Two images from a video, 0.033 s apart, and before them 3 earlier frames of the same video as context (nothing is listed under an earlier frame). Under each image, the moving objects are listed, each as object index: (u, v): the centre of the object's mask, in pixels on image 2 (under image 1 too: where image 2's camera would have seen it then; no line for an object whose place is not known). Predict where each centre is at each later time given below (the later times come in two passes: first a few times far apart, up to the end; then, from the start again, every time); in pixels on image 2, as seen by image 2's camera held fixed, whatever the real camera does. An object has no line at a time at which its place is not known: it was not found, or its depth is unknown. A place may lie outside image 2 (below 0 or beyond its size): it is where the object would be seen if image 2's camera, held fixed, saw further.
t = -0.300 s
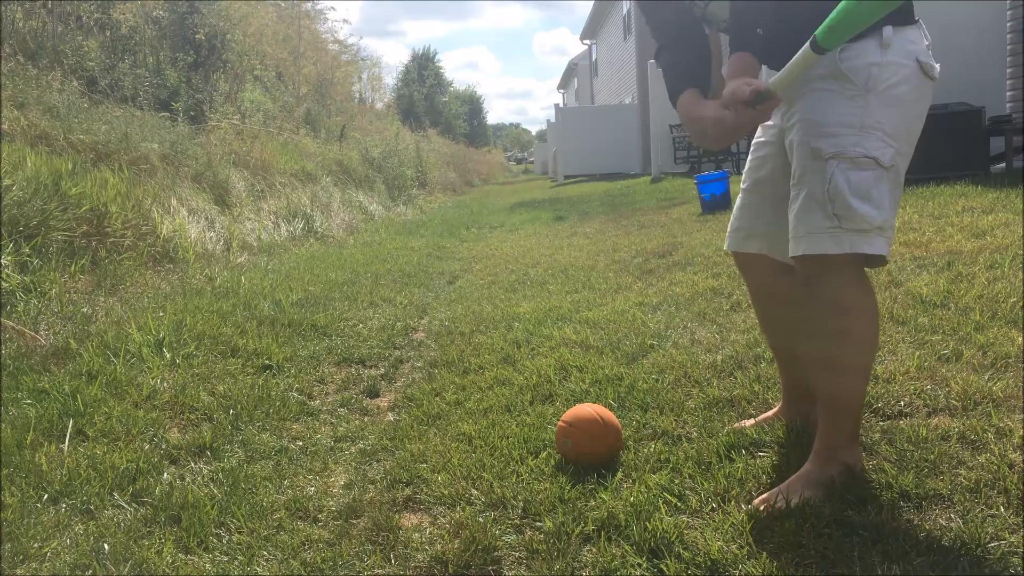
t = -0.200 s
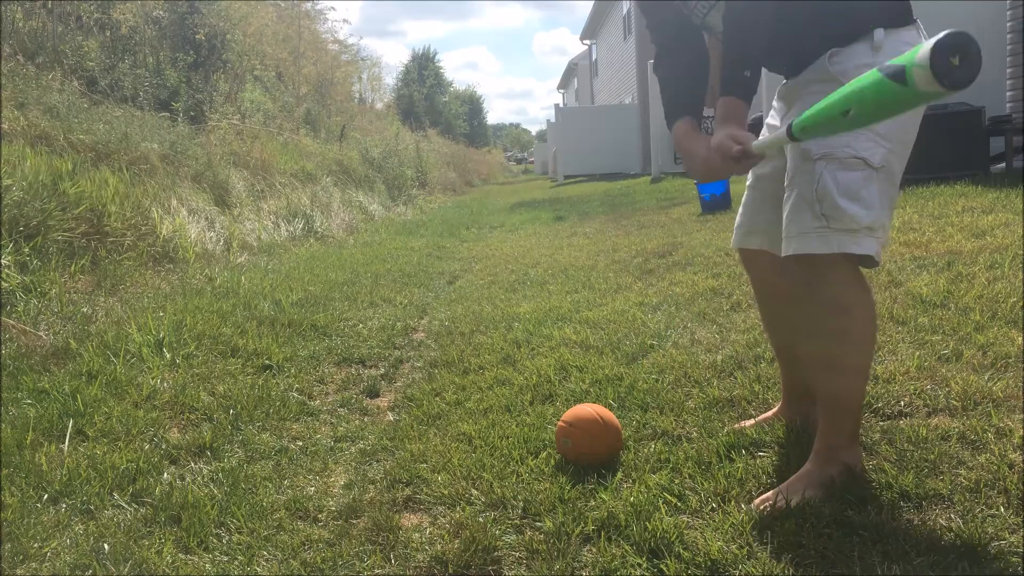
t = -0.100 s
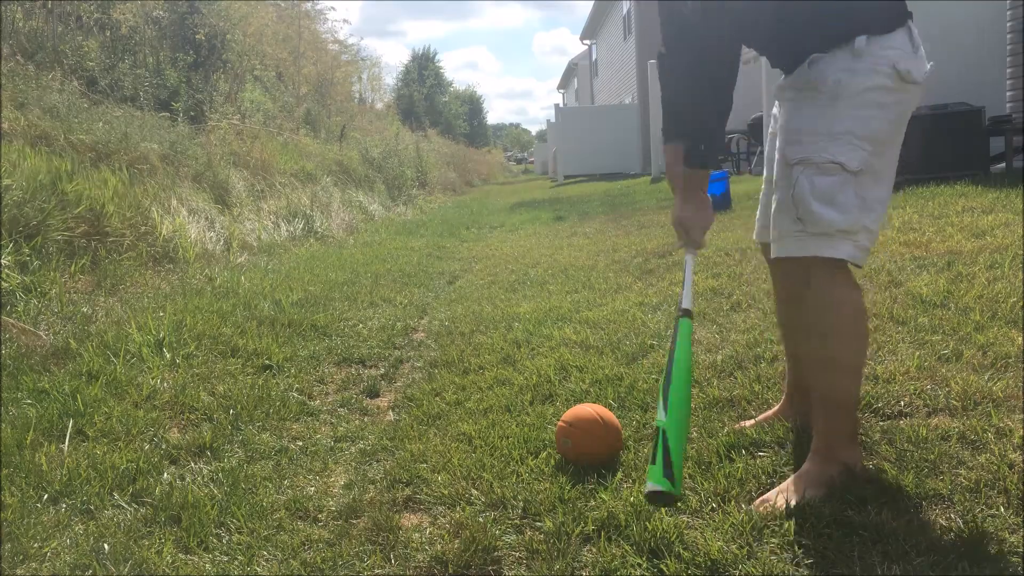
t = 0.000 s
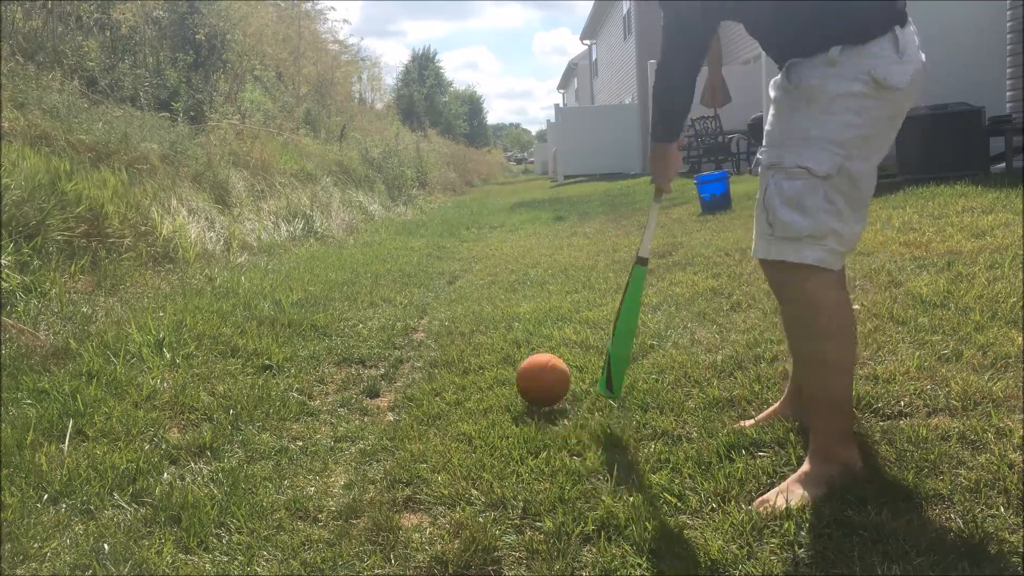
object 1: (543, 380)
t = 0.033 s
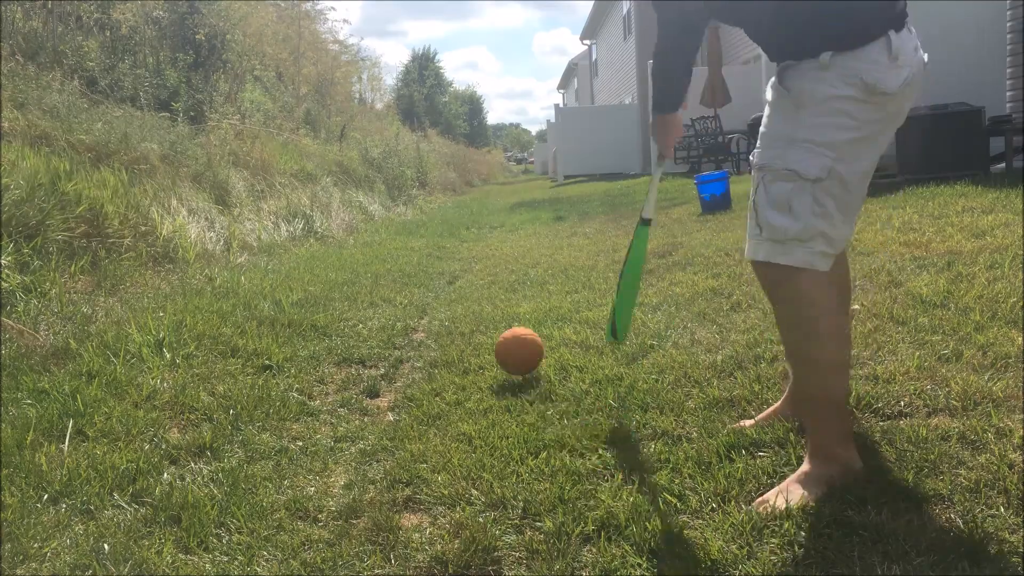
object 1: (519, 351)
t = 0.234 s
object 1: (440, 298)
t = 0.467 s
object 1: (399, 255)
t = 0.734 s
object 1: (379, 235)
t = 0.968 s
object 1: (371, 222)
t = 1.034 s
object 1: (370, 216)
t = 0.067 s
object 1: (500, 331)
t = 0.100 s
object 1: (484, 317)
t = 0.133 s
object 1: (470, 307)
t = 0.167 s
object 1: (459, 302)
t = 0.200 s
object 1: (449, 299)
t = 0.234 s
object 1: (440, 298)
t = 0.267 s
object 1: (432, 292)
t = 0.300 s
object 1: (425, 287)
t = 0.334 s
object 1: (418, 279)
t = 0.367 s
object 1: (412, 274)
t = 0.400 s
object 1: (407, 268)
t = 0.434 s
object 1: (403, 261)
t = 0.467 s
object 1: (399, 255)
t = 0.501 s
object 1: (396, 251)
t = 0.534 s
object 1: (392, 248)
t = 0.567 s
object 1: (390, 246)
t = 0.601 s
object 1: (387, 244)
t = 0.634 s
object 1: (385, 243)
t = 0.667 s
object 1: (383, 240)
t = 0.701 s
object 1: (381, 239)
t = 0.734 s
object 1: (379, 235)
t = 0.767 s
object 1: (377, 232)
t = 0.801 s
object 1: (376, 231)
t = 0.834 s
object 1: (375, 230)
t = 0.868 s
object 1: (374, 230)
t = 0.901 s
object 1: (373, 230)
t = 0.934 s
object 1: (372, 226)
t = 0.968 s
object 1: (371, 222)
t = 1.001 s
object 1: (371, 218)
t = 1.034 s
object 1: (370, 216)
